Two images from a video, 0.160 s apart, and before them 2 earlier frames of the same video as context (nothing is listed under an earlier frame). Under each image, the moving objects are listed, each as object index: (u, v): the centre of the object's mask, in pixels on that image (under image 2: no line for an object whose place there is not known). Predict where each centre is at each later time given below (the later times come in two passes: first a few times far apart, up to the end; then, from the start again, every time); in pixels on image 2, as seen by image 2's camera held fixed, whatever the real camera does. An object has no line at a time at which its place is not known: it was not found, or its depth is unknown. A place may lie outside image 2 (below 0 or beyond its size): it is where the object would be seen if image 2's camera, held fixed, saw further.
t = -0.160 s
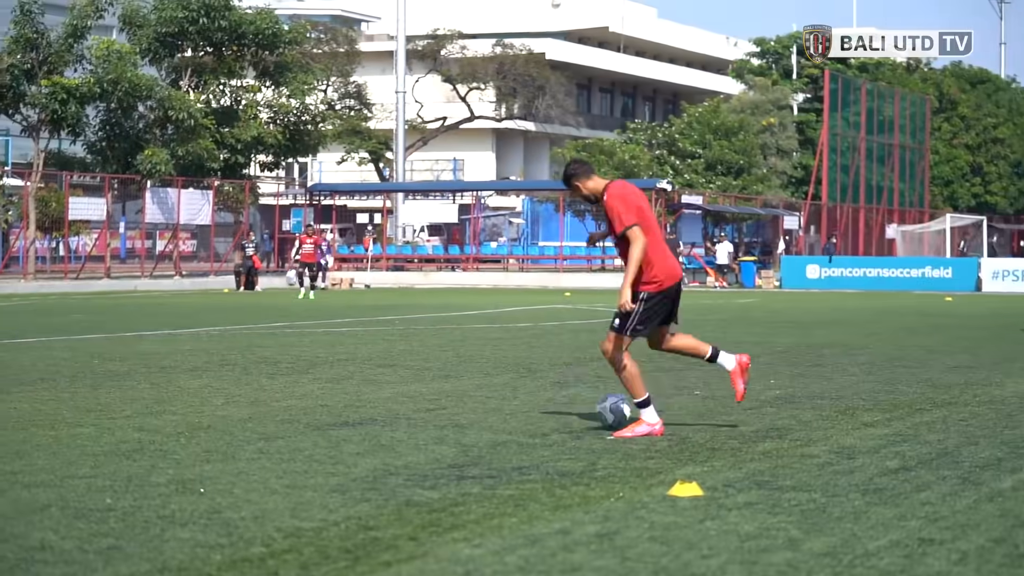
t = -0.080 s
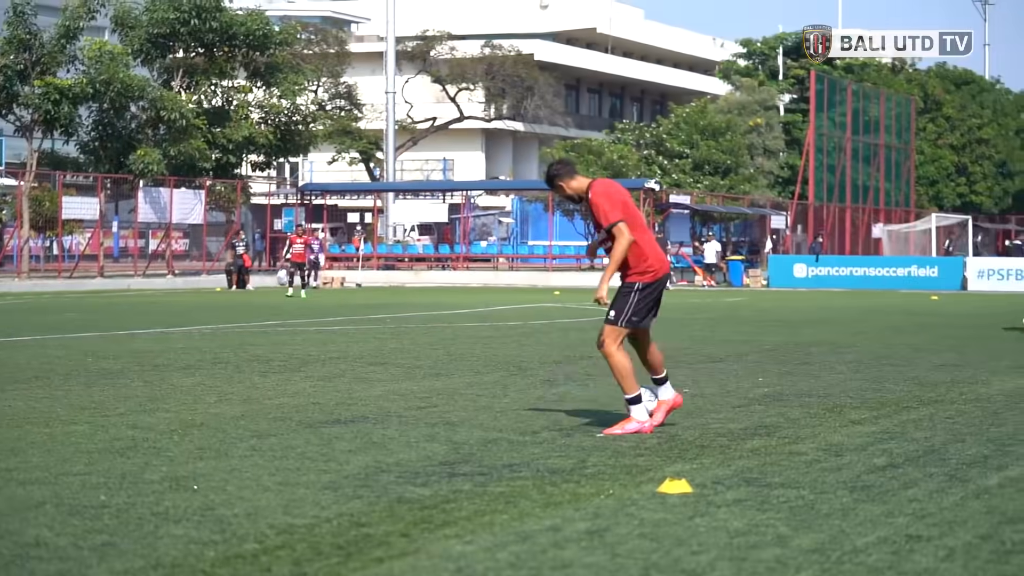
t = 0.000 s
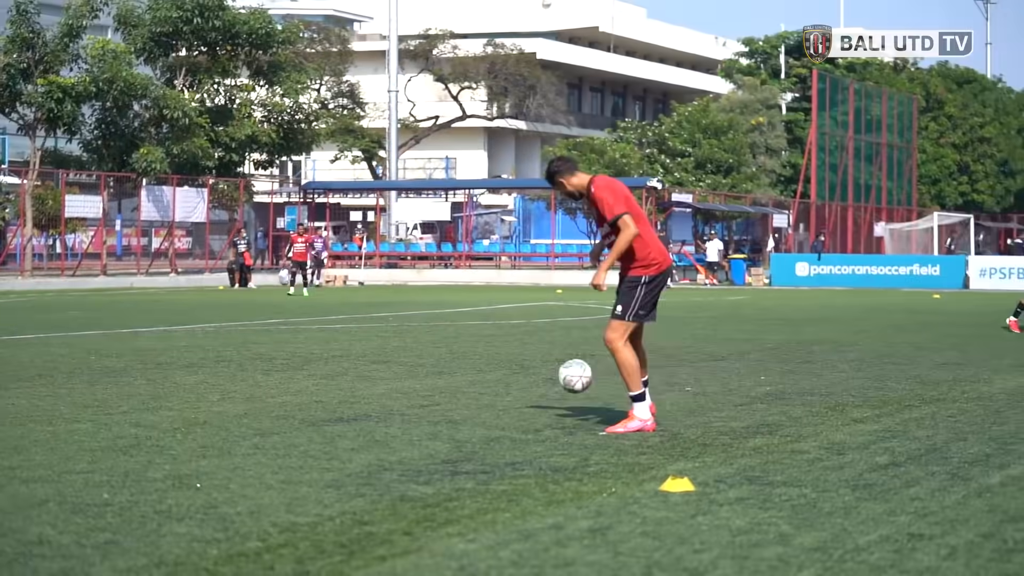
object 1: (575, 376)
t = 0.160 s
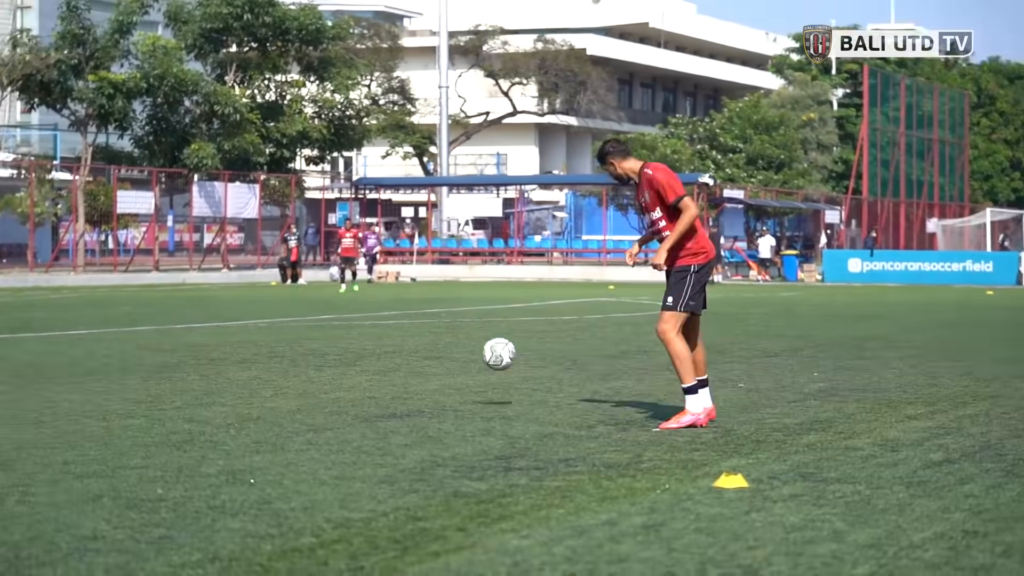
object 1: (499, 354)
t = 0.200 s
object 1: (469, 354)
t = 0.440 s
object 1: (322, 370)
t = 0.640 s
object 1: (257, 361)
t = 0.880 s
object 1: (218, 364)
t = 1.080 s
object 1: (211, 366)
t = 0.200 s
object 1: (469, 354)
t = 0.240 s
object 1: (440, 357)
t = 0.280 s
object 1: (410, 362)
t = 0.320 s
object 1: (383, 370)
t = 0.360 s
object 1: (356, 379)
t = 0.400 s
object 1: (336, 379)
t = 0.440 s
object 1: (322, 370)
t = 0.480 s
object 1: (308, 364)
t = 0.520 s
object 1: (295, 360)
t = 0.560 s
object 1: (283, 358)
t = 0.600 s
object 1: (270, 359)
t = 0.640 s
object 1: (257, 361)
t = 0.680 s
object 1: (245, 365)
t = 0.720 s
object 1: (233, 372)
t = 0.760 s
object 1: (225, 375)
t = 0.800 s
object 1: (223, 369)
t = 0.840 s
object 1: (221, 365)
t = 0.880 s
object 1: (218, 364)
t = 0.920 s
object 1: (215, 364)
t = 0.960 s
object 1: (213, 367)
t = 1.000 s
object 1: (211, 370)
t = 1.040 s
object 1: (211, 368)
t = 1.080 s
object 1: (211, 366)
